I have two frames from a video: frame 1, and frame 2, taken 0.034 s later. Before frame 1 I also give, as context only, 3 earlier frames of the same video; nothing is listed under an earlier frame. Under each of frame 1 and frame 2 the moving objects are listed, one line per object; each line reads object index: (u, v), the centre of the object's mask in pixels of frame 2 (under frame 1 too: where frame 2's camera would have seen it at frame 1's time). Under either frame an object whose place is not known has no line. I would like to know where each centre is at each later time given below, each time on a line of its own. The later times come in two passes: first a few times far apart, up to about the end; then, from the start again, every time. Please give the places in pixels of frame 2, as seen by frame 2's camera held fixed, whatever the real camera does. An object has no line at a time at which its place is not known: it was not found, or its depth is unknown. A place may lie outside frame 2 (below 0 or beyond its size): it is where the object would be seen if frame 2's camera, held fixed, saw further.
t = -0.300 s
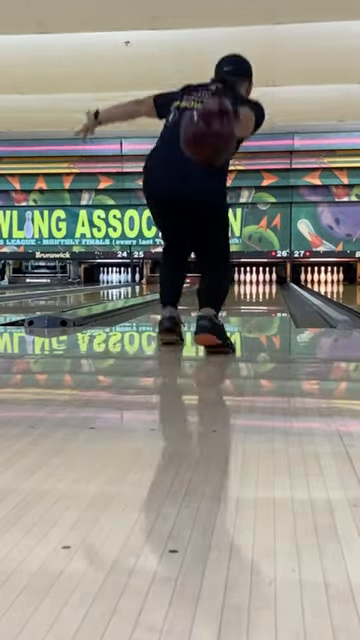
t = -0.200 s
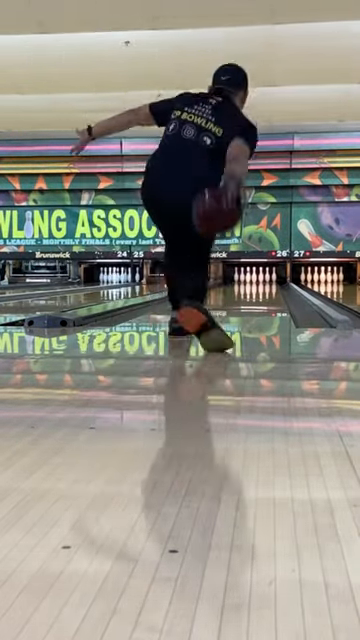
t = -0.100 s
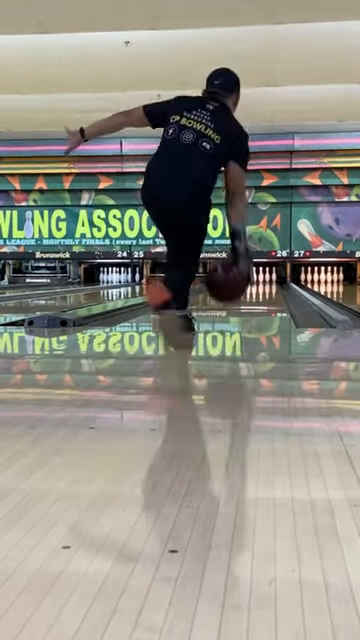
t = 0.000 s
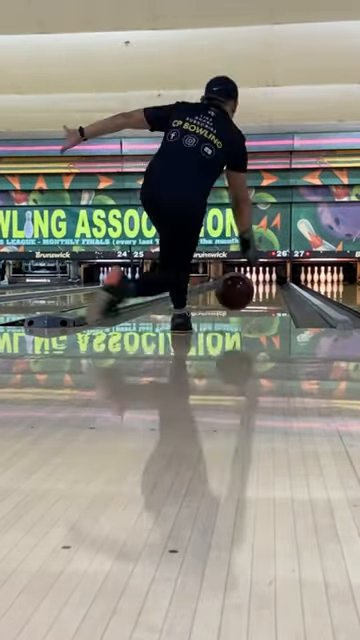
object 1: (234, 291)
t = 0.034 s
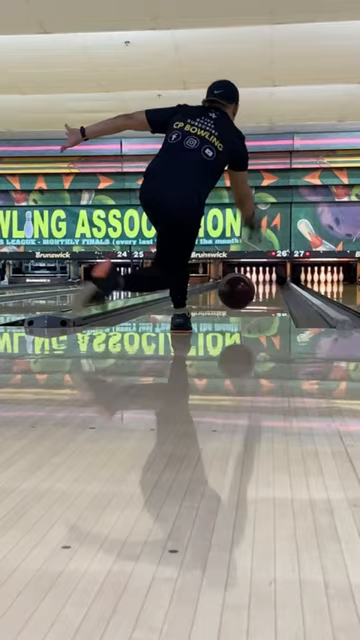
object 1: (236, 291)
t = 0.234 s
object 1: (244, 300)
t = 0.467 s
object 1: (250, 293)
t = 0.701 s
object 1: (254, 290)
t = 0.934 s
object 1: (257, 287)
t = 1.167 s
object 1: (258, 285)
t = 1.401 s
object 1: (259, 283)
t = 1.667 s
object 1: (260, 281)
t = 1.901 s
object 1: (261, 280)
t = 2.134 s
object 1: (260, 280)
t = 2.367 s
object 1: (260, 279)
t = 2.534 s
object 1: (263, 276)
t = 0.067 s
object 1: (238, 292)
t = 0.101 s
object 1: (239, 295)
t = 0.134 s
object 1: (240, 301)
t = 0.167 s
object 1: (241, 302)
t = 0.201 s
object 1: (243, 300)
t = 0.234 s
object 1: (244, 300)
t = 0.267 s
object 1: (245, 299)
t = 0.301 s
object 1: (246, 298)
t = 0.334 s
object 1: (247, 297)
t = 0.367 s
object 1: (247, 296)
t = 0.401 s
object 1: (248, 295)
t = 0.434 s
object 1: (249, 294)
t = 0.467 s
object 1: (250, 293)
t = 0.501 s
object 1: (250, 293)
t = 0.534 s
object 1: (251, 292)
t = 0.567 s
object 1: (252, 292)
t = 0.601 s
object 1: (252, 292)
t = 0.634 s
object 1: (253, 291)
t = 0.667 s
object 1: (253, 290)
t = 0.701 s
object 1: (254, 290)
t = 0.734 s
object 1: (254, 290)
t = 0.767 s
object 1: (255, 289)
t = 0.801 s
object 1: (255, 288)
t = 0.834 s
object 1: (255, 288)
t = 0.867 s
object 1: (256, 287)
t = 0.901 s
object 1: (256, 287)
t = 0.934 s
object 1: (257, 287)
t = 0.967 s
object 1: (257, 286)
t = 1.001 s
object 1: (257, 286)
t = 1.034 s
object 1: (257, 286)
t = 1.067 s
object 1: (257, 286)
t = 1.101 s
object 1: (257, 285)
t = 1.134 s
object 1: (257, 285)
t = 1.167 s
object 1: (258, 285)
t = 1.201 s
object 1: (258, 284)
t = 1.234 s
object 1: (258, 284)
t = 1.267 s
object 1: (258, 284)
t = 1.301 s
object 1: (259, 284)
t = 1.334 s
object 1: (259, 283)
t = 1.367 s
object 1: (259, 283)
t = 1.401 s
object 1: (259, 283)
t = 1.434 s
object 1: (259, 283)
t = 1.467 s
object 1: (259, 283)
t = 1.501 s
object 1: (259, 283)
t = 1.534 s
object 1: (260, 282)
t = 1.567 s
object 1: (260, 282)
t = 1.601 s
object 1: (260, 282)
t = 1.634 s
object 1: (260, 281)
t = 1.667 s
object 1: (260, 281)
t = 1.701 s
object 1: (260, 281)
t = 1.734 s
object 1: (260, 281)
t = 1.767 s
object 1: (261, 280)
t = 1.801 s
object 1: (261, 280)
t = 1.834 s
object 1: (261, 280)
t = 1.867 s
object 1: (261, 280)
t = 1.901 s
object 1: (261, 280)
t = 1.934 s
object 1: (260, 280)
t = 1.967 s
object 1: (261, 280)
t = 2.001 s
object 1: (261, 280)
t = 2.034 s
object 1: (261, 280)
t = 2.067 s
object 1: (261, 280)
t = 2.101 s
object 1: (260, 280)
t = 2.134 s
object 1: (260, 280)
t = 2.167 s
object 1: (260, 279)
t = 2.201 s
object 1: (260, 279)
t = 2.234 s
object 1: (260, 278)
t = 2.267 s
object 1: (260, 279)
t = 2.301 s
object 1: (260, 279)
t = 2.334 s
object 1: (260, 279)
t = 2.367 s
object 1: (260, 279)
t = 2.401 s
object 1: (260, 279)
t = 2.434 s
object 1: (261, 279)
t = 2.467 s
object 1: (261, 278)
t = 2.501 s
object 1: (261, 277)
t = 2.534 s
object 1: (263, 276)
